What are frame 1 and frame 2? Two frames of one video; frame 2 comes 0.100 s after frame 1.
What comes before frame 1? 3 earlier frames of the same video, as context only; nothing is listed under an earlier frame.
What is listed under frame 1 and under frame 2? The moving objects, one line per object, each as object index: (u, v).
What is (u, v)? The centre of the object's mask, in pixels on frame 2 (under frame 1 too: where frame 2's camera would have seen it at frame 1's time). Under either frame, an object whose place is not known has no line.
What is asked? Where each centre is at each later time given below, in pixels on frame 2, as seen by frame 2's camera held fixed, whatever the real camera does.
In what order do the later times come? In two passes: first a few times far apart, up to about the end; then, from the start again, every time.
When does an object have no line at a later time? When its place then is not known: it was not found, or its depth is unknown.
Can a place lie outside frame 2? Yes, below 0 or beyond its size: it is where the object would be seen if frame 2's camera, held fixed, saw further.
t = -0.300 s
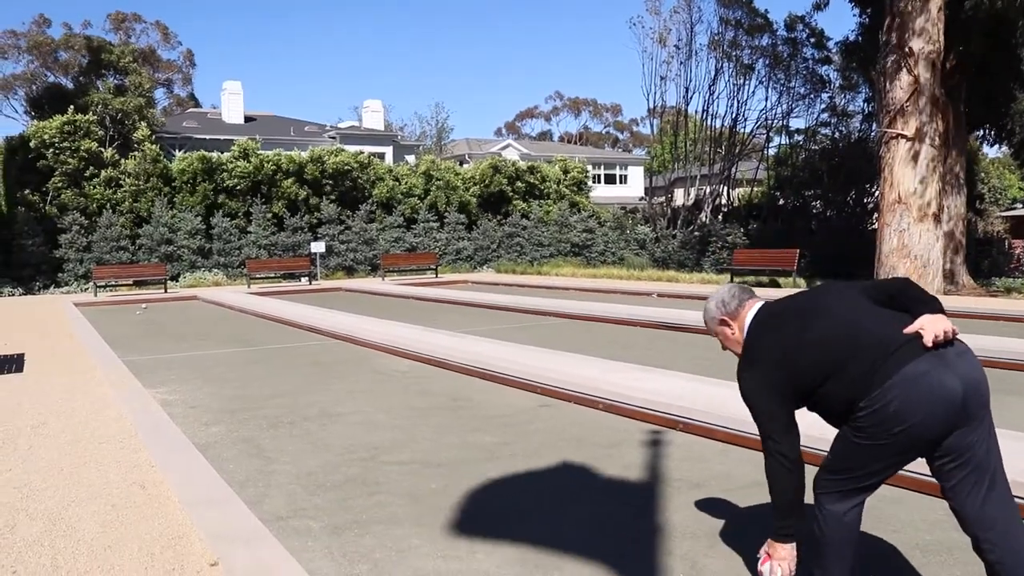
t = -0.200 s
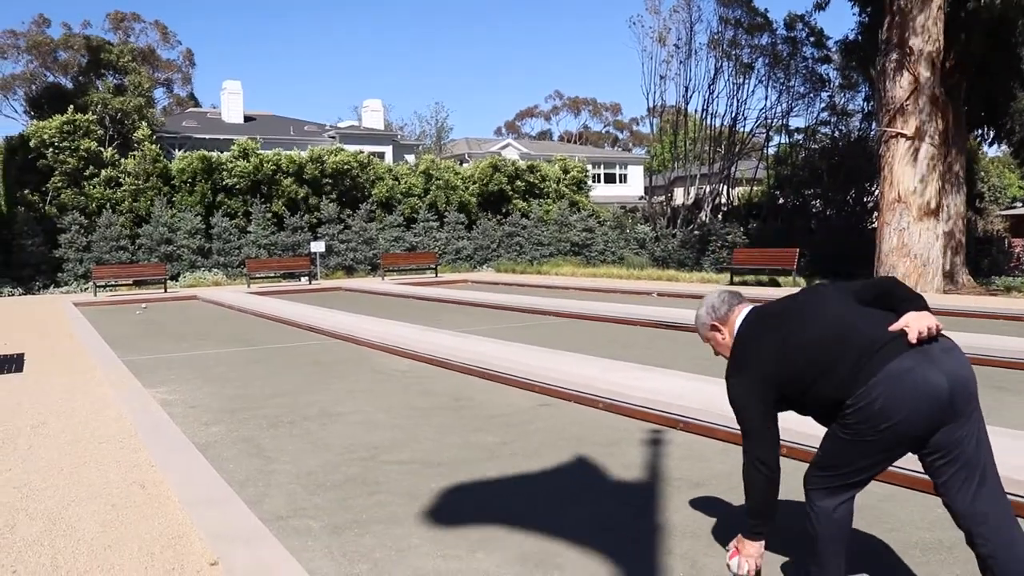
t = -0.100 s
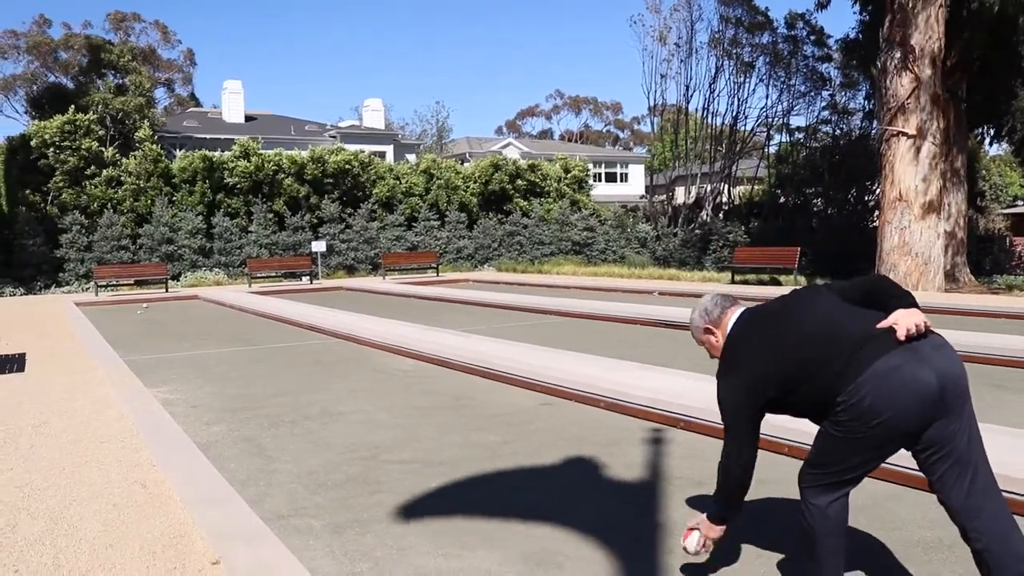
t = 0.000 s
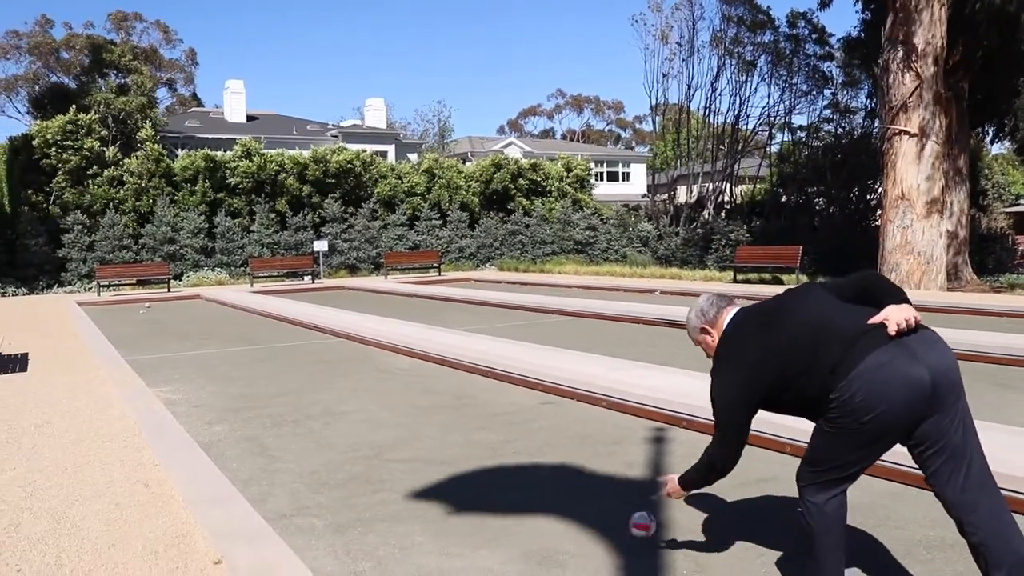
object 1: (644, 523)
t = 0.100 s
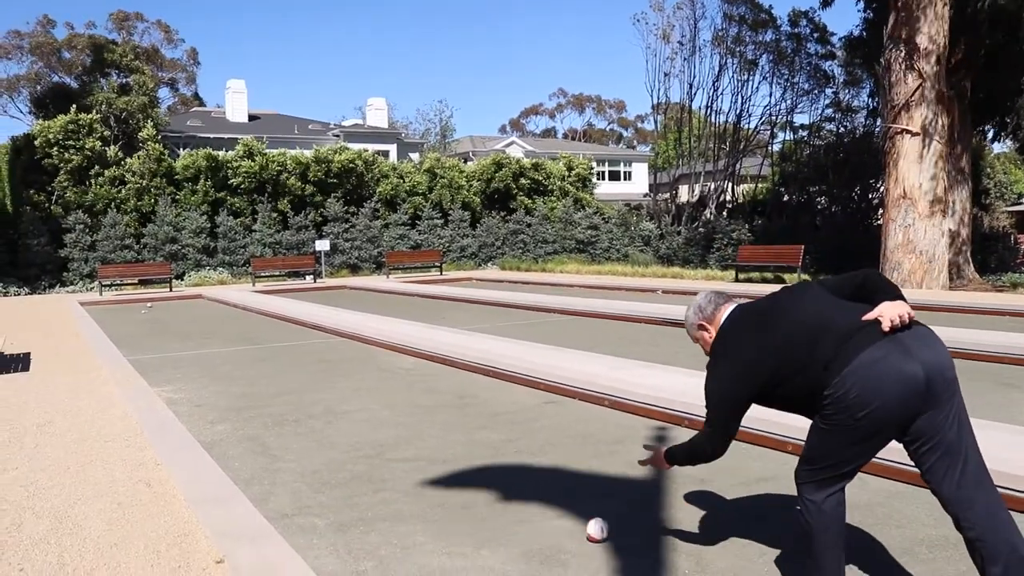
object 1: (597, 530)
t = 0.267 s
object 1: (541, 504)
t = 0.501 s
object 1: (482, 477)
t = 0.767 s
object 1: (430, 453)
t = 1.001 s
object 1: (392, 436)
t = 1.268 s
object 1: (357, 420)
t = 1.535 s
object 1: (329, 406)
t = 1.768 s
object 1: (308, 398)
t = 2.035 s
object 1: (289, 388)
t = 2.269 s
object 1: (274, 381)
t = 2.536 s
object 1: (259, 372)
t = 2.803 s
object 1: (248, 368)
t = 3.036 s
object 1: (238, 364)
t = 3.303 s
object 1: (228, 359)
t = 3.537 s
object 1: (221, 356)
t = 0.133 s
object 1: (584, 521)
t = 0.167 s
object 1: (573, 514)
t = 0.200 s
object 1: (561, 510)
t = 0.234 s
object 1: (550, 507)
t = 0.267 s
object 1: (541, 504)
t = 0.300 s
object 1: (530, 499)
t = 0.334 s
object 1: (523, 496)
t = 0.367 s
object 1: (513, 491)
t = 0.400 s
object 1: (505, 487)
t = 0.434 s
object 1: (497, 484)
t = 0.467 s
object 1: (490, 481)
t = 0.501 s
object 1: (482, 477)
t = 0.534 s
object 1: (475, 473)
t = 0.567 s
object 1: (468, 471)
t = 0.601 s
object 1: (462, 468)
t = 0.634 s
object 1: (454, 464)
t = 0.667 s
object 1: (448, 461)
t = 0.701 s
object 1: (442, 458)
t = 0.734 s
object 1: (436, 455)
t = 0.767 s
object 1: (430, 453)
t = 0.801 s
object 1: (424, 450)
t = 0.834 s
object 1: (418, 448)
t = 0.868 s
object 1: (413, 446)
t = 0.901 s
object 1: (408, 443)
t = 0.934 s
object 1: (402, 441)
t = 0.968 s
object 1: (397, 438)
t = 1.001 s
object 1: (392, 436)
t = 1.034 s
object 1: (388, 434)
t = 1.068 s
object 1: (383, 432)
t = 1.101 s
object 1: (379, 430)
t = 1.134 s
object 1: (374, 428)
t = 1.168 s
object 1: (371, 426)
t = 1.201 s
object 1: (366, 424)
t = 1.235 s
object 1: (362, 422)
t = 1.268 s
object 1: (357, 420)
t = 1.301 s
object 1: (355, 419)
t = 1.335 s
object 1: (351, 417)
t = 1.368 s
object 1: (348, 415)
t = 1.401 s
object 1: (343, 413)
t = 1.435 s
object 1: (340, 412)
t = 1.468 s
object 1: (336, 410)
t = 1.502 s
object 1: (333, 409)
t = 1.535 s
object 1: (329, 406)
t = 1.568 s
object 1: (326, 405)
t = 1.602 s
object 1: (323, 405)
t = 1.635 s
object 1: (320, 403)
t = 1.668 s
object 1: (317, 402)
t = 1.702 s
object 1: (313, 400)
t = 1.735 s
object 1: (310, 399)
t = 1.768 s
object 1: (308, 398)
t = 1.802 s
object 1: (305, 397)
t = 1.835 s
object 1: (303, 396)
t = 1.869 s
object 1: (301, 394)
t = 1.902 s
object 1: (299, 393)
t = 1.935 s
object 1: (296, 392)
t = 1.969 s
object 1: (293, 391)
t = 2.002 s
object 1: (291, 390)
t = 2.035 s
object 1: (289, 388)
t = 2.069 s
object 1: (287, 388)
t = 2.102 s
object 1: (284, 386)
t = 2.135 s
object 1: (282, 385)
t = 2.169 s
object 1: (280, 385)
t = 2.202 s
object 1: (278, 383)
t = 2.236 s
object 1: (276, 383)
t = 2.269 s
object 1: (274, 381)
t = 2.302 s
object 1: (272, 381)
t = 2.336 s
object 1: (270, 379)
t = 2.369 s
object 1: (268, 378)
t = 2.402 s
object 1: (267, 378)
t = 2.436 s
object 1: (265, 377)
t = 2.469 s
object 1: (263, 375)
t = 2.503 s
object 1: (261, 373)
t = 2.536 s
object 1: (259, 372)
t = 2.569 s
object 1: (259, 372)
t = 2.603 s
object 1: (256, 372)
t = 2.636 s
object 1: (255, 371)
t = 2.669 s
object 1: (254, 371)
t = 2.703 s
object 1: (252, 370)
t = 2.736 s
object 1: (251, 370)
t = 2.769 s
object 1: (250, 369)
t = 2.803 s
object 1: (248, 368)
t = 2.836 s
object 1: (247, 368)
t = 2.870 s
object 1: (245, 367)
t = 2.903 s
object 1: (244, 366)
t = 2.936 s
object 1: (243, 365)
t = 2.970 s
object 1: (241, 365)
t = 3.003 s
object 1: (239, 364)
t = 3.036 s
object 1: (238, 364)
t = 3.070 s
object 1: (237, 363)
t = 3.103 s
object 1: (236, 362)
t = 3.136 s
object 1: (235, 362)
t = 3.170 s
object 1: (233, 361)
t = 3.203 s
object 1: (232, 360)
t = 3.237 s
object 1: (231, 360)
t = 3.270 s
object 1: (229, 359)
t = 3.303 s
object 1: (228, 359)
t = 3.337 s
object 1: (227, 358)
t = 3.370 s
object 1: (226, 357)
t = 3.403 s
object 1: (224, 356)
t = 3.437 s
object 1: (223, 356)
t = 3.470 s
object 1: (222, 356)
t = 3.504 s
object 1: (221, 355)
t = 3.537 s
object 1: (221, 356)
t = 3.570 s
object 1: (219, 355)
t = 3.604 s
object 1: (219, 354)
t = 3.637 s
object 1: (217, 354)
